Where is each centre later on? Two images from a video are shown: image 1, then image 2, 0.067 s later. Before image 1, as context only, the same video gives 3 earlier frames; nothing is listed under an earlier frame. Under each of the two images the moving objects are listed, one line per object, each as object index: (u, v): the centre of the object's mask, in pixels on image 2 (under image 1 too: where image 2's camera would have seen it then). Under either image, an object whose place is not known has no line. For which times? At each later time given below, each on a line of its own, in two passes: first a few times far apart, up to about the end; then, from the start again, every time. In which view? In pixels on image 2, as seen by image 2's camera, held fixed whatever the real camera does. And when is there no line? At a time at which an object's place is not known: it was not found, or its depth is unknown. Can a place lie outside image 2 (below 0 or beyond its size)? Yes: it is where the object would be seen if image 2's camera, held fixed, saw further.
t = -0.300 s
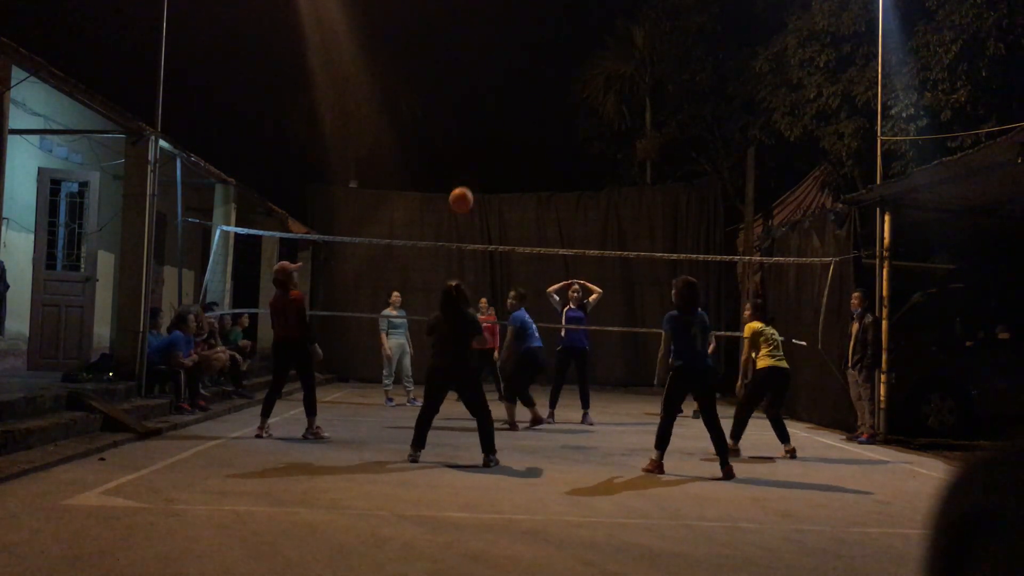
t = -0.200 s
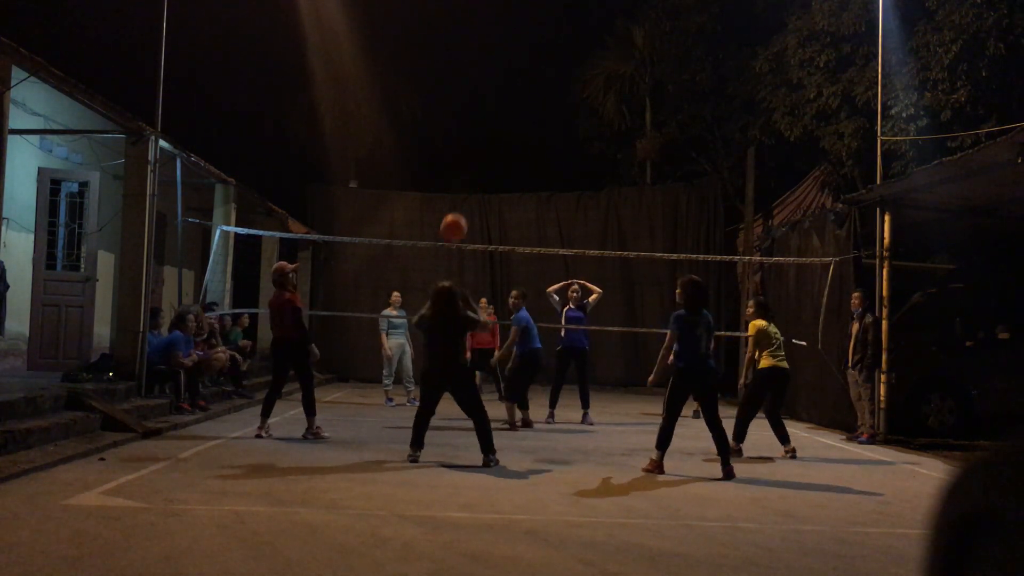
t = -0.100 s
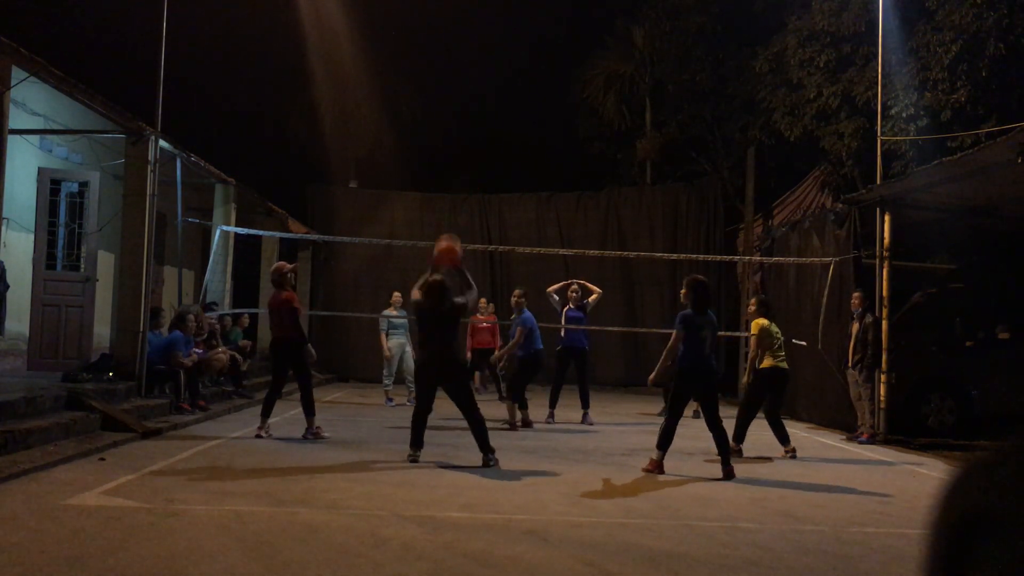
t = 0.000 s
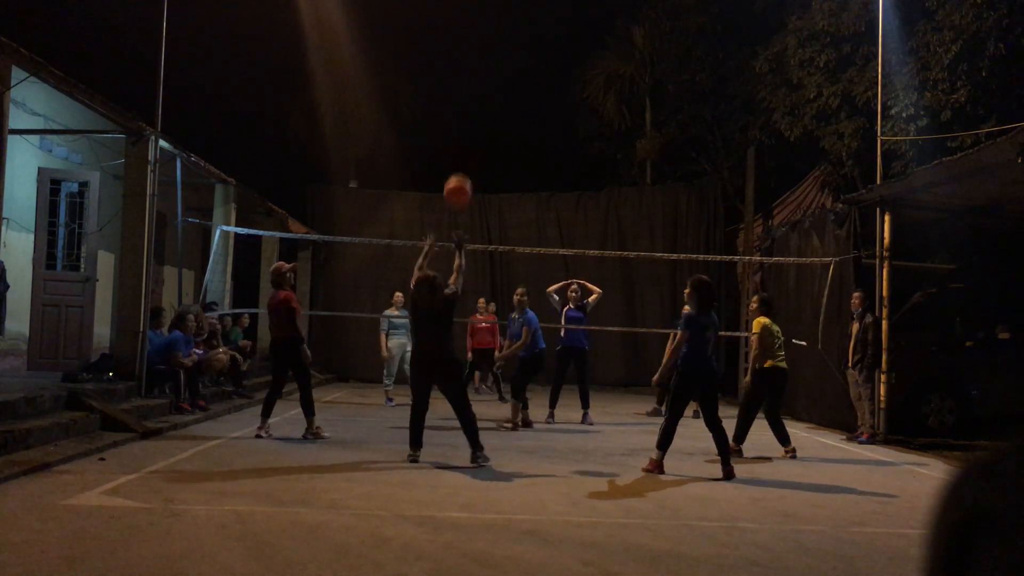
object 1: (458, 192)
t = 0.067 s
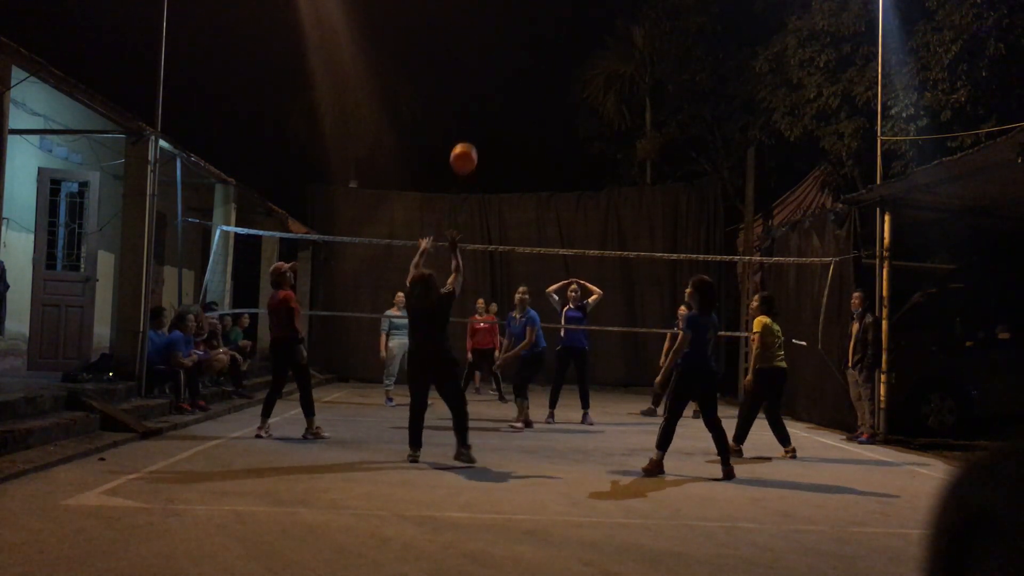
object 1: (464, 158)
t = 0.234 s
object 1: (475, 105)
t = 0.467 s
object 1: (484, 84)
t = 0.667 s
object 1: (490, 107)
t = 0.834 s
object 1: (493, 153)
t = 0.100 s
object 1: (466, 145)
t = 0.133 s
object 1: (469, 133)
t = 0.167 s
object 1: (472, 121)
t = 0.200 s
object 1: (474, 113)
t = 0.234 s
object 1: (475, 105)
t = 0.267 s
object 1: (477, 98)
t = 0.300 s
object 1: (478, 93)
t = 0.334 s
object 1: (480, 89)
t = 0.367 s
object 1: (481, 86)
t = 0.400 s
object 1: (482, 84)
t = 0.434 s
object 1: (483, 83)
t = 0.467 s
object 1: (484, 84)
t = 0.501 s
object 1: (485, 85)
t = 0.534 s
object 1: (486, 87)
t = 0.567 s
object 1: (487, 91)
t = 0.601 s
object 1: (488, 95)
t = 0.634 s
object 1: (489, 101)
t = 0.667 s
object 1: (490, 107)
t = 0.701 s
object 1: (490, 114)
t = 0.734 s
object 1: (491, 123)
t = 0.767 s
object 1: (492, 131)
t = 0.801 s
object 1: (492, 142)
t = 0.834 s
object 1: (493, 153)
